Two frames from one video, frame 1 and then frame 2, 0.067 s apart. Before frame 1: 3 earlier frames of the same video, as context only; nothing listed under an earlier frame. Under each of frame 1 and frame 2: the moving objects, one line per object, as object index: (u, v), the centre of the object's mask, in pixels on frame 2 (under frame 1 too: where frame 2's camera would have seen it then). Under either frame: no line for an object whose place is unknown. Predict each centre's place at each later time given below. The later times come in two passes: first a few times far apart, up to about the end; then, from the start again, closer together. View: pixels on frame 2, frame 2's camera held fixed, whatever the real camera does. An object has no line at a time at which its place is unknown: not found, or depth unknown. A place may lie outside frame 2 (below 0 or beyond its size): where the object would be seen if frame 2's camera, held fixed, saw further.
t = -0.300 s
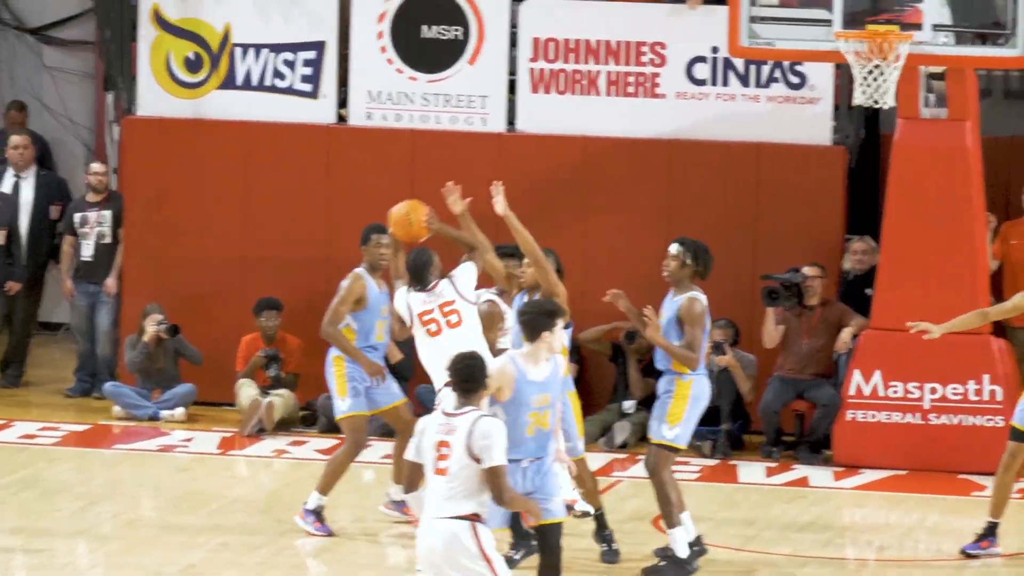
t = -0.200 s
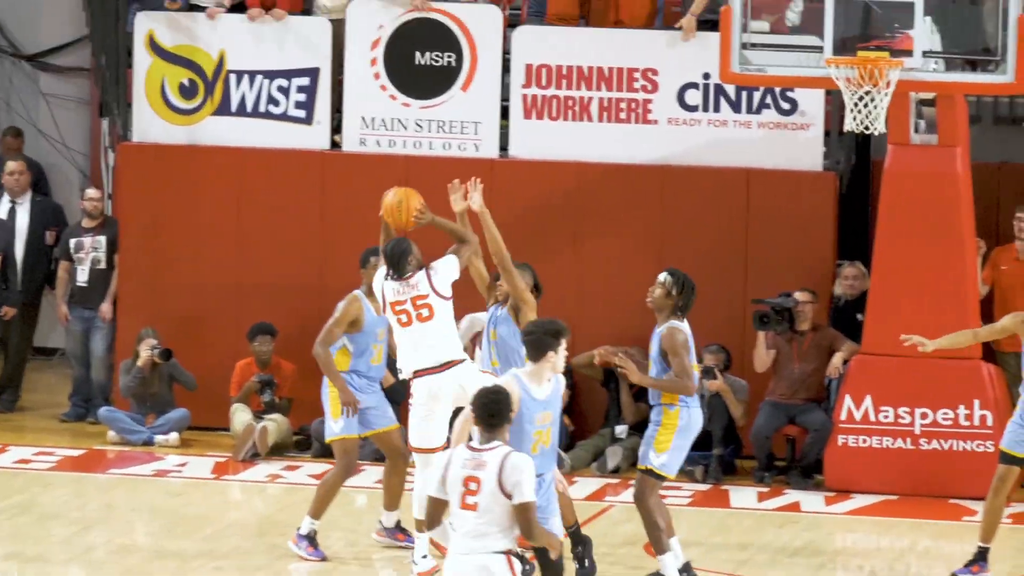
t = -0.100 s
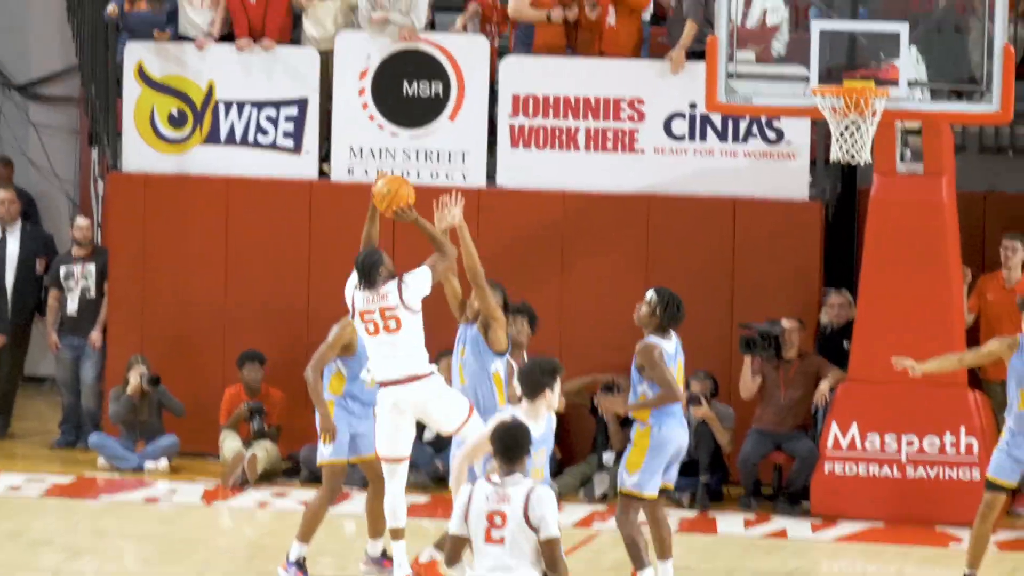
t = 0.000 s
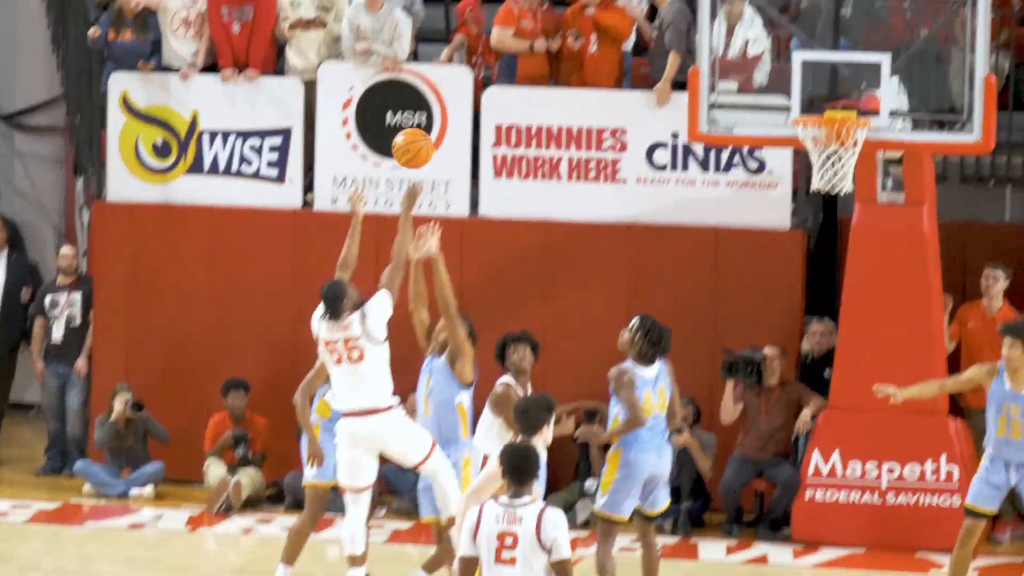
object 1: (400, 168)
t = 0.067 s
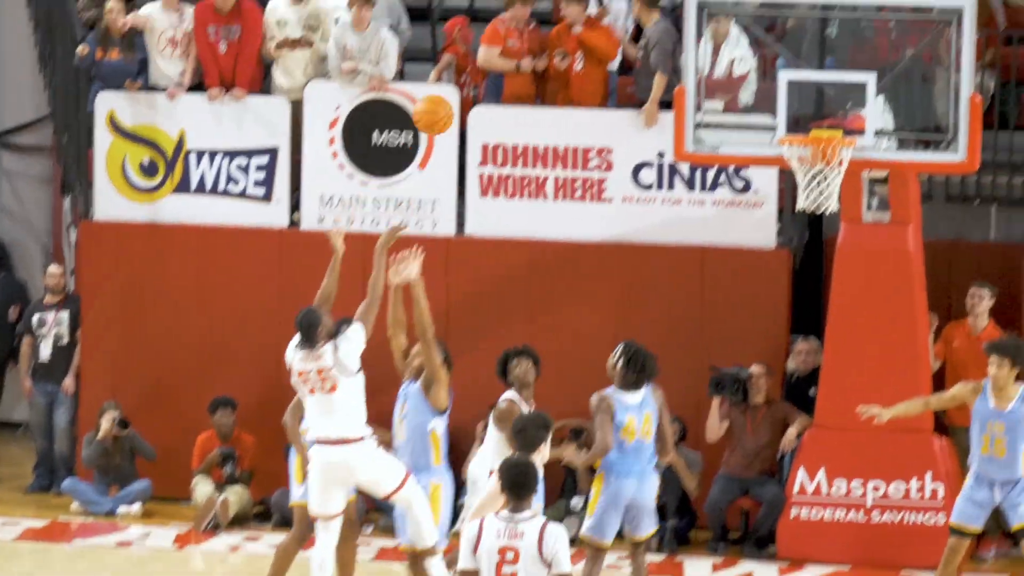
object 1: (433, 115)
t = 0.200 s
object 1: (499, 34)
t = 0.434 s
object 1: (611, -34)
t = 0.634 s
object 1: (700, -21)
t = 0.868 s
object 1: (794, 73)
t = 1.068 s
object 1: (793, 181)
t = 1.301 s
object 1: (773, 201)
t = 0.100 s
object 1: (450, 91)
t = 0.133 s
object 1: (466, 71)
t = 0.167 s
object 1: (482, 51)
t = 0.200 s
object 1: (499, 34)
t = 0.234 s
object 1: (516, 18)
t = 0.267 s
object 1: (532, 5)
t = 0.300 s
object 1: (549, -7)
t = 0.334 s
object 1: (564, -16)
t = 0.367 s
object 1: (580, -24)
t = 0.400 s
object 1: (596, -30)
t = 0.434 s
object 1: (611, -34)
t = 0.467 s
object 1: (626, -36)
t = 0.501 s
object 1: (642, -37)
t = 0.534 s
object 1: (657, -36)
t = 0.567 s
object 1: (671, -33)
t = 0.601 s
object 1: (686, -27)
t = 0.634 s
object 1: (700, -21)
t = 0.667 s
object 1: (714, -12)
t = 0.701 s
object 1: (728, -2)
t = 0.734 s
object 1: (742, 10)
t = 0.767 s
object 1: (756, 23)
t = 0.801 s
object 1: (769, 39)
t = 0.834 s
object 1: (782, 55)
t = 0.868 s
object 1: (794, 73)
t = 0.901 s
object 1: (808, 94)
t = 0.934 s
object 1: (820, 114)
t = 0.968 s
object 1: (832, 131)
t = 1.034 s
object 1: (805, 171)
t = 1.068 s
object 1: (793, 181)
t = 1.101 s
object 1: (790, 185)
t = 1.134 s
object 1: (786, 187)
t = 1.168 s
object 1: (783, 185)
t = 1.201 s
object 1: (780, 185)
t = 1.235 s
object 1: (777, 188)
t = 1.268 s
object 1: (775, 193)
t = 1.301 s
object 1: (773, 201)
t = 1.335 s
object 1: (770, 210)
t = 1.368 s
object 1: (768, 220)
